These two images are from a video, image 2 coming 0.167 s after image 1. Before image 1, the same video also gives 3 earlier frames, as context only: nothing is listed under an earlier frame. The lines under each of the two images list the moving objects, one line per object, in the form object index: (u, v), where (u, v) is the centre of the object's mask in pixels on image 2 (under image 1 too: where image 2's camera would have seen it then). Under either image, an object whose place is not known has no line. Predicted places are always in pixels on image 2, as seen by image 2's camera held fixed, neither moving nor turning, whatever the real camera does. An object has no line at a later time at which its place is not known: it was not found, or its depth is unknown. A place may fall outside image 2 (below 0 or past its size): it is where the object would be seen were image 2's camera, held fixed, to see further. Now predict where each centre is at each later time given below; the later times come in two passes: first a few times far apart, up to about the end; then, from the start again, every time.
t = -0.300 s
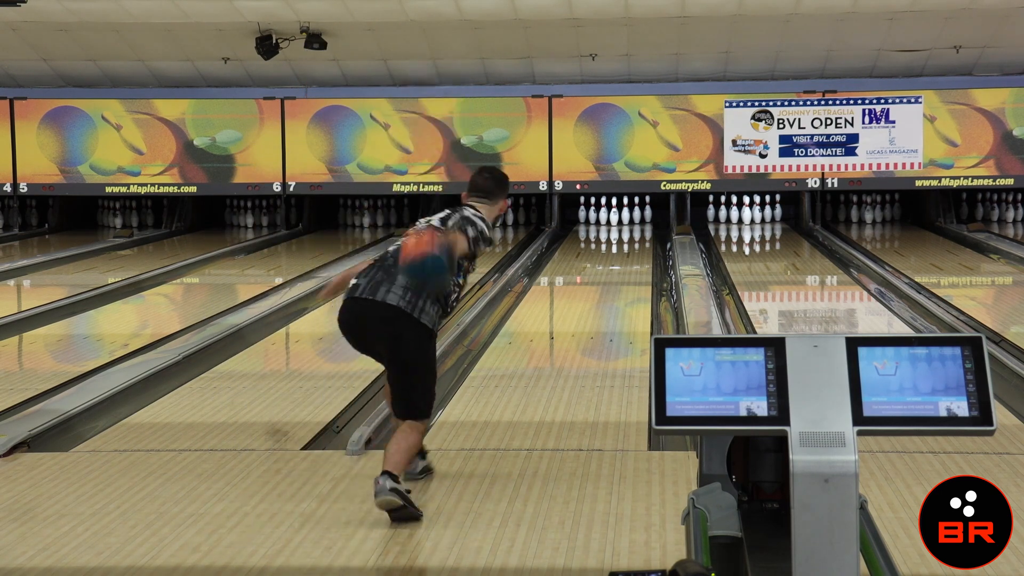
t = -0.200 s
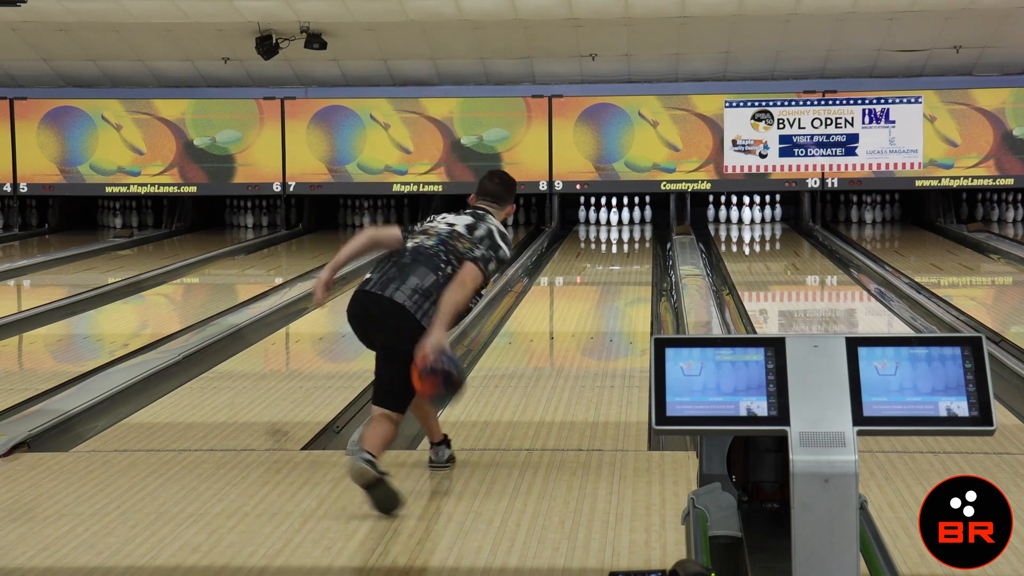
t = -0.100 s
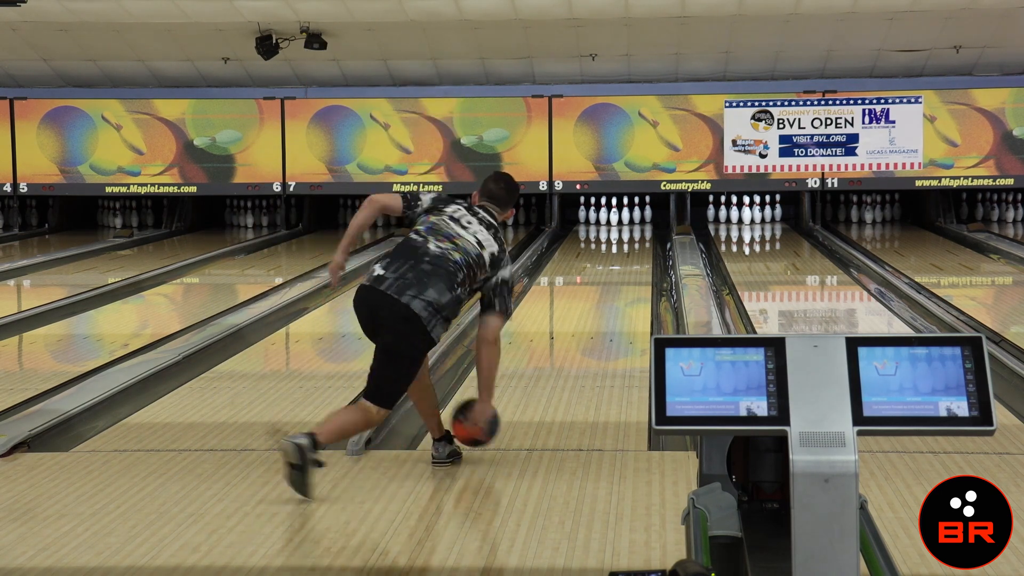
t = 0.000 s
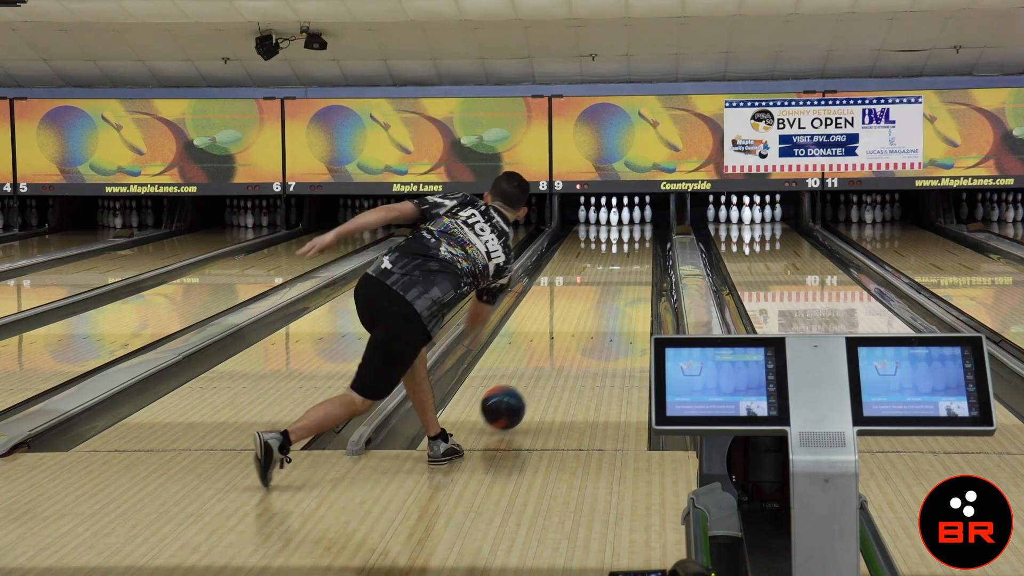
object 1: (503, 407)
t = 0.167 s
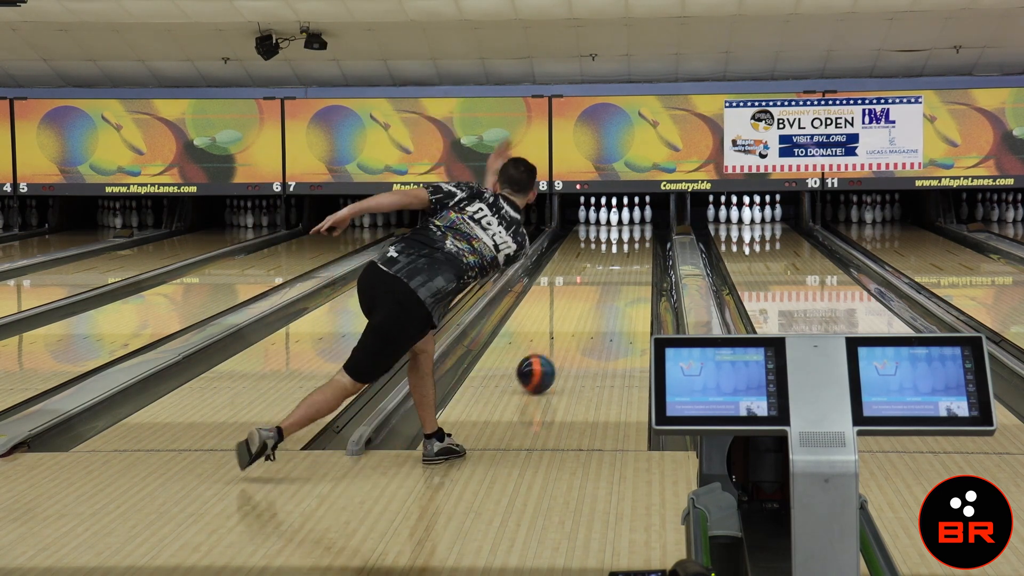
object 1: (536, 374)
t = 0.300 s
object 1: (557, 349)
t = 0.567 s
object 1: (588, 313)
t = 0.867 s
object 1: (612, 283)
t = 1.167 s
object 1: (628, 262)
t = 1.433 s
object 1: (638, 246)
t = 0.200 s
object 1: (542, 367)
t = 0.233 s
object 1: (547, 361)
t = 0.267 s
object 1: (552, 355)
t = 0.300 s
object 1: (557, 349)
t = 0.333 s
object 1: (561, 344)
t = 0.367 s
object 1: (565, 339)
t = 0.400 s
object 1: (570, 334)
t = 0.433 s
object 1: (574, 330)
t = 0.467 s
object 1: (577, 325)
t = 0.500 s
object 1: (581, 321)
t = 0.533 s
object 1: (584, 317)
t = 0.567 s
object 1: (588, 313)
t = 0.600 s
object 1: (591, 309)
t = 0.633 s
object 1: (594, 305)
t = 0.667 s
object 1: (597, 302)
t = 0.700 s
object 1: (599, 299)
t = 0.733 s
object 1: (602, 295)
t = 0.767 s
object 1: (605, 292)
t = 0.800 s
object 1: (607, 289)
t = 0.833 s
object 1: (609, 286)
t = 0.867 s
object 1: (612, 283)
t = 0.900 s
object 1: (614, 281)
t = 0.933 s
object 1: (616, 278)
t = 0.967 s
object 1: (618, 275)
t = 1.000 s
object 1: (620, 273)
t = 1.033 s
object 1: (622, 271)
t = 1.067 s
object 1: (623, 268)
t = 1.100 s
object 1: (625, 266)
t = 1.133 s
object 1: (627, 264)
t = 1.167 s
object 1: (628, 262)
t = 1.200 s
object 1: (630, 259)
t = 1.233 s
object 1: (631, 258)
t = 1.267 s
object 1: (632, 255)
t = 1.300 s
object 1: (633, 254)
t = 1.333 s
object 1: (634, 251)
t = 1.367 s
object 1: (635, 250)
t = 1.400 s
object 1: (636, 248)
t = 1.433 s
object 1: (638, 246)
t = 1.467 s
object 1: (638, 245)
